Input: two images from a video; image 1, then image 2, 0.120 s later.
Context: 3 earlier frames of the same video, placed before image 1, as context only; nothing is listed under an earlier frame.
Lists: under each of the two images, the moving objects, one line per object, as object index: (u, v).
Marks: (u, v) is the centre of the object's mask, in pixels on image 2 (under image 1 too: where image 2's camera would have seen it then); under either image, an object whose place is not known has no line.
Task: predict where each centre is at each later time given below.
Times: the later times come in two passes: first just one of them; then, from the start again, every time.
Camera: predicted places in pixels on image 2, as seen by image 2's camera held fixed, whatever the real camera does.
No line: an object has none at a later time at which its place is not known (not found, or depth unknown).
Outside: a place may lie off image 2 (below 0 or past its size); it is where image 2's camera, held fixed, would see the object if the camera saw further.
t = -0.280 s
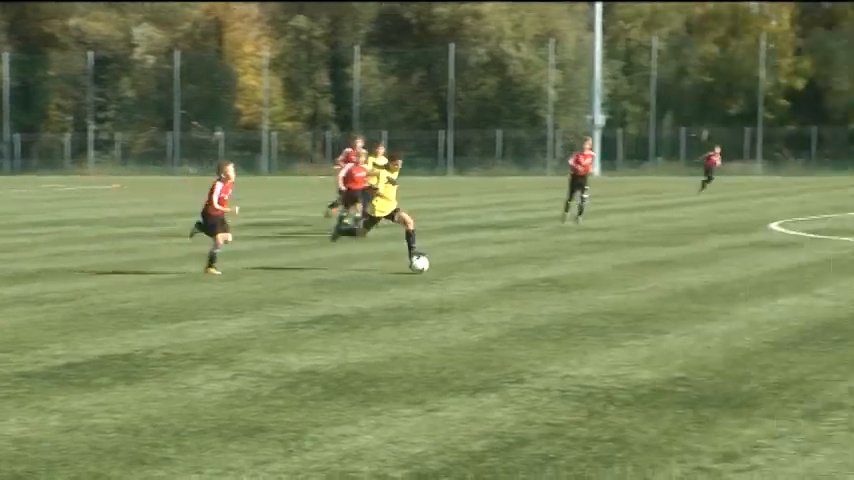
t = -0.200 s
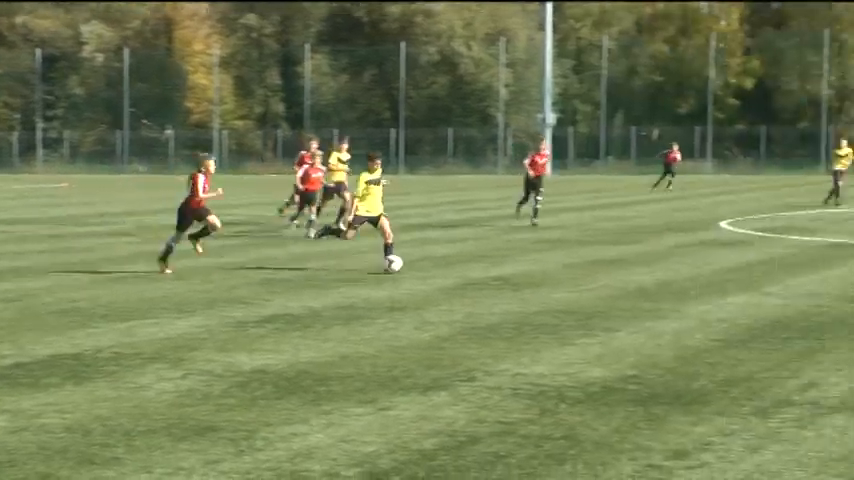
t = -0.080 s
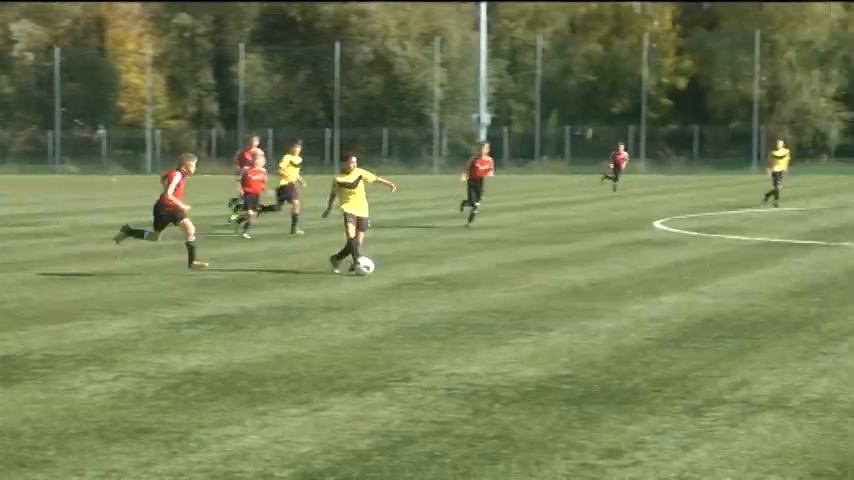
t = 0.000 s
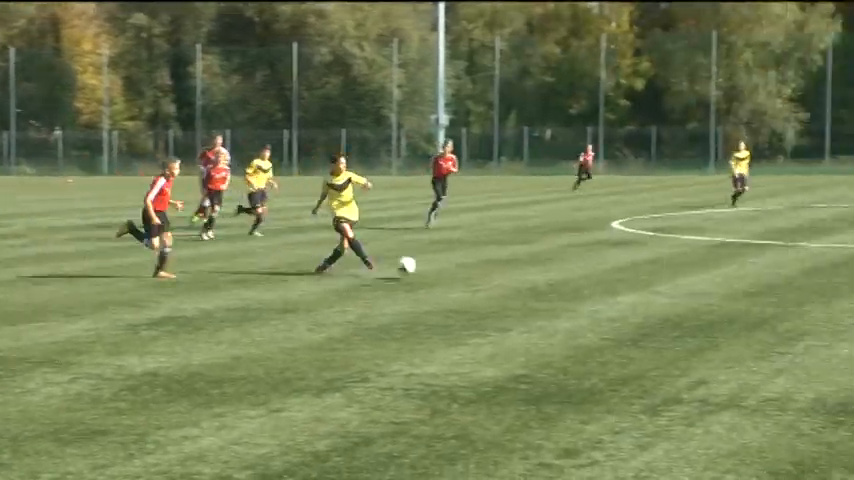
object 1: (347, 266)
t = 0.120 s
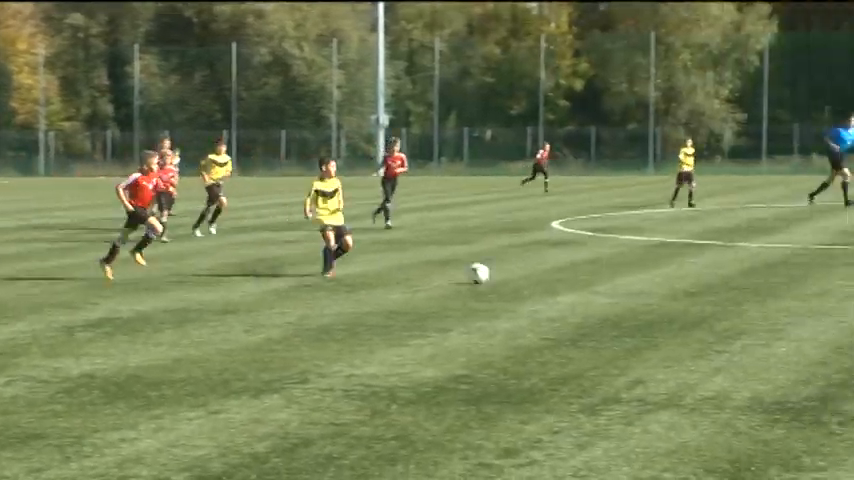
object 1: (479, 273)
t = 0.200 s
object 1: (563, 274)
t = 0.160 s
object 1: (523, 275)
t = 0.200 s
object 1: (563, 274)
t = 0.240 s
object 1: (605, 274)
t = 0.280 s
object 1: (648, 277)
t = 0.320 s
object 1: (692, 282)
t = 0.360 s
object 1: (735, 283)
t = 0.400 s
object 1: (775, 280)
